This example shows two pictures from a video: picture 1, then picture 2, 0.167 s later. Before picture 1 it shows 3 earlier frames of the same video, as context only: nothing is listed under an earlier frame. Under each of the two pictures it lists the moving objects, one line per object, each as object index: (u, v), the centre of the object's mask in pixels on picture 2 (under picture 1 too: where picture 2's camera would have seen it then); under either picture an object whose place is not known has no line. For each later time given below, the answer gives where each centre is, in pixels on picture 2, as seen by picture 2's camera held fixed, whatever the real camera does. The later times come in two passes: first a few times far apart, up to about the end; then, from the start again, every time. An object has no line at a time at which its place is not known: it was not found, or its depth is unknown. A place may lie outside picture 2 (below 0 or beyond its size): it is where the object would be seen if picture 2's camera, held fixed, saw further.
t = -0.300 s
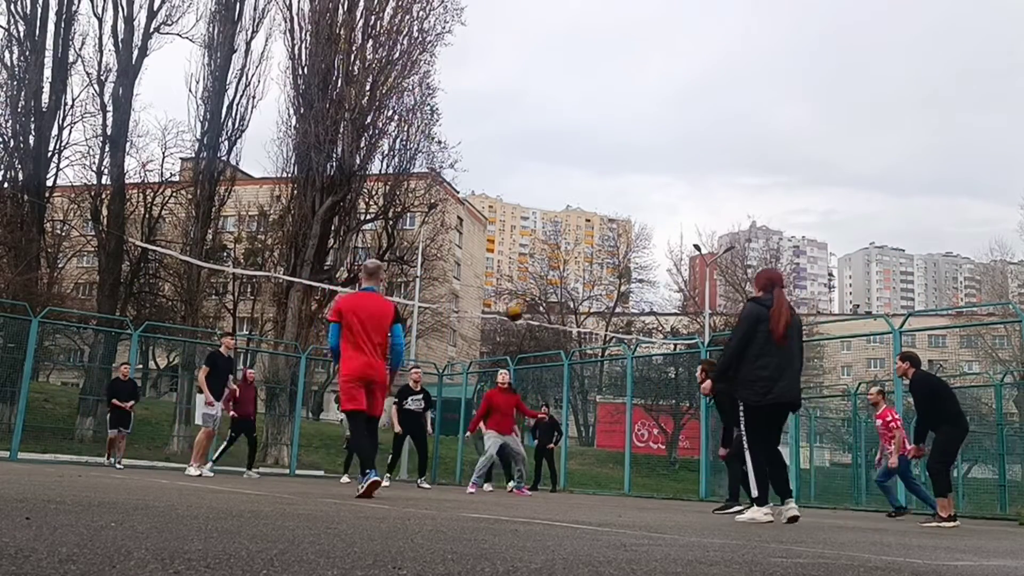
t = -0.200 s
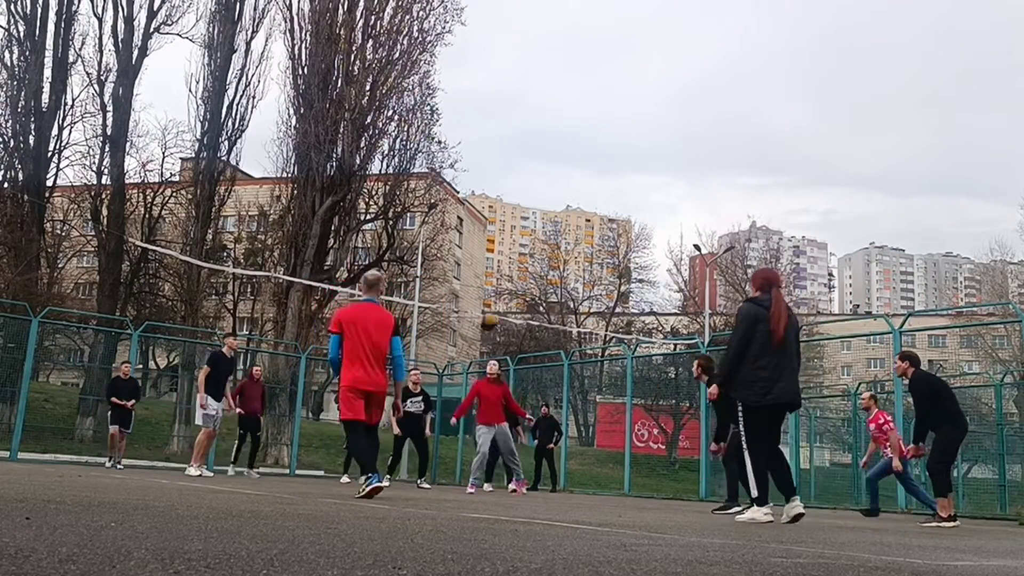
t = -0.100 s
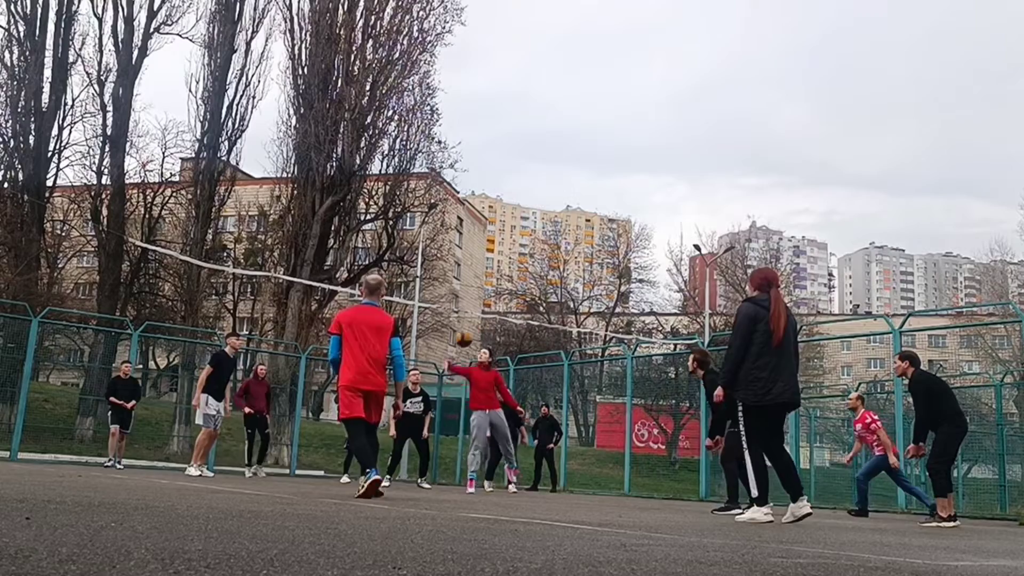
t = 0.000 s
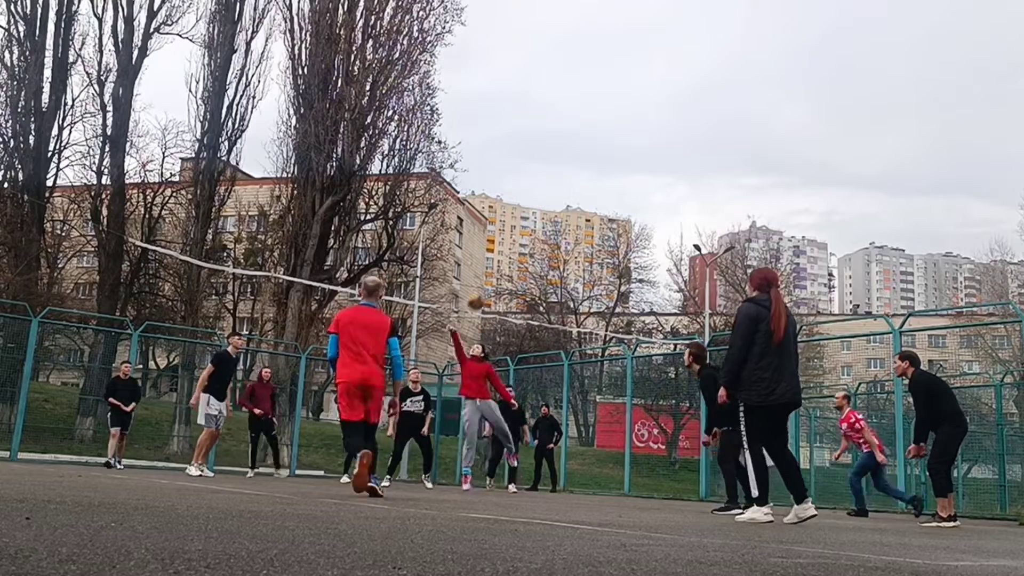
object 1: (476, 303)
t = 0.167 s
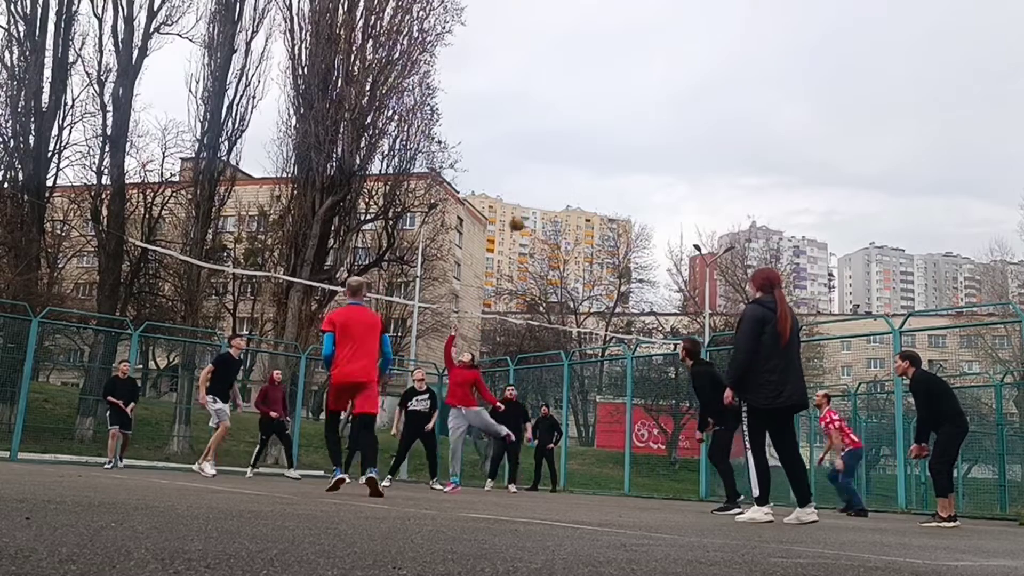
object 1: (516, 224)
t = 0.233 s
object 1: (531, 201)
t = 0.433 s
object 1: (570, 156)
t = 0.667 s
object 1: (607, 142)
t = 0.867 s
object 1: (635, 157)
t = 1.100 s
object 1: (663, 205)
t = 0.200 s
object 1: (524, 212)
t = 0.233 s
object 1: (531, 201)
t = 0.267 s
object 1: (538, 191)
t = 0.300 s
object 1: (545, 182)
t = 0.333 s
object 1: (551, 174)
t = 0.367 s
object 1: (558, 167)
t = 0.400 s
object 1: (564, 161)
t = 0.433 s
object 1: (570, 156)
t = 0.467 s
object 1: (576, 151)
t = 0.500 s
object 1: (582, 148)
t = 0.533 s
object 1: (587, 145)
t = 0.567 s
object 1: (592, 143)
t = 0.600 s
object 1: (597, 142)
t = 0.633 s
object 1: (603, 142)
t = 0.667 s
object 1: (607, 142)
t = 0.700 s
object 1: (612, 143)
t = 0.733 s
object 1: (617, 144)
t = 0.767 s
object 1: (622, 147)
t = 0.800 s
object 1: (626, 150)
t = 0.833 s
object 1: (631, 153)
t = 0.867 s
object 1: (635, 157)
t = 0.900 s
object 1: (639, 162)
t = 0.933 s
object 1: (644, 168)
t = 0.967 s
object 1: (648, 174)
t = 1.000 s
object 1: (652, 181)
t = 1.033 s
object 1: (656, 189)
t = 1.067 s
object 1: (660, 197)
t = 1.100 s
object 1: (663, 205)
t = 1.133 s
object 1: (667, 215)
